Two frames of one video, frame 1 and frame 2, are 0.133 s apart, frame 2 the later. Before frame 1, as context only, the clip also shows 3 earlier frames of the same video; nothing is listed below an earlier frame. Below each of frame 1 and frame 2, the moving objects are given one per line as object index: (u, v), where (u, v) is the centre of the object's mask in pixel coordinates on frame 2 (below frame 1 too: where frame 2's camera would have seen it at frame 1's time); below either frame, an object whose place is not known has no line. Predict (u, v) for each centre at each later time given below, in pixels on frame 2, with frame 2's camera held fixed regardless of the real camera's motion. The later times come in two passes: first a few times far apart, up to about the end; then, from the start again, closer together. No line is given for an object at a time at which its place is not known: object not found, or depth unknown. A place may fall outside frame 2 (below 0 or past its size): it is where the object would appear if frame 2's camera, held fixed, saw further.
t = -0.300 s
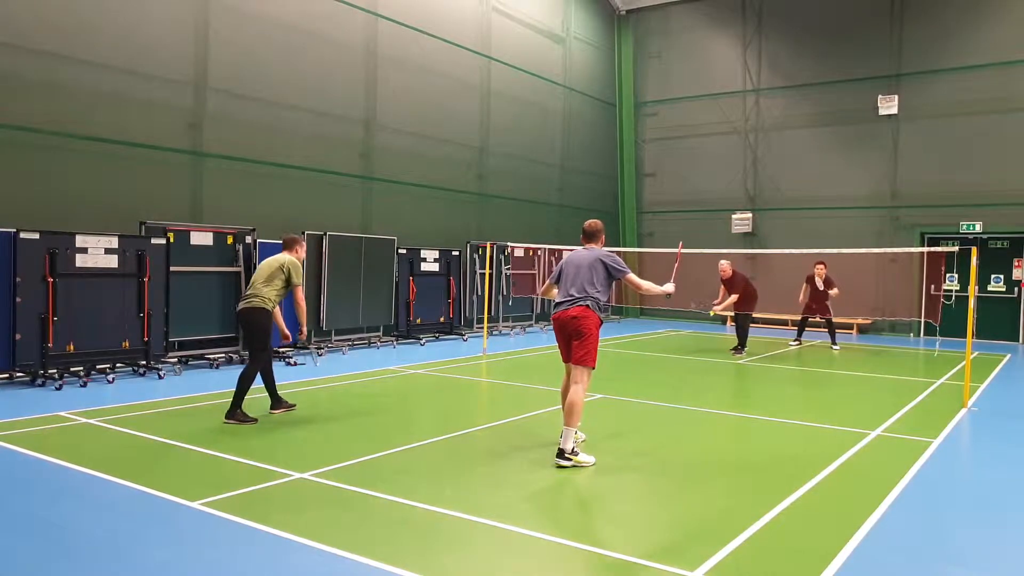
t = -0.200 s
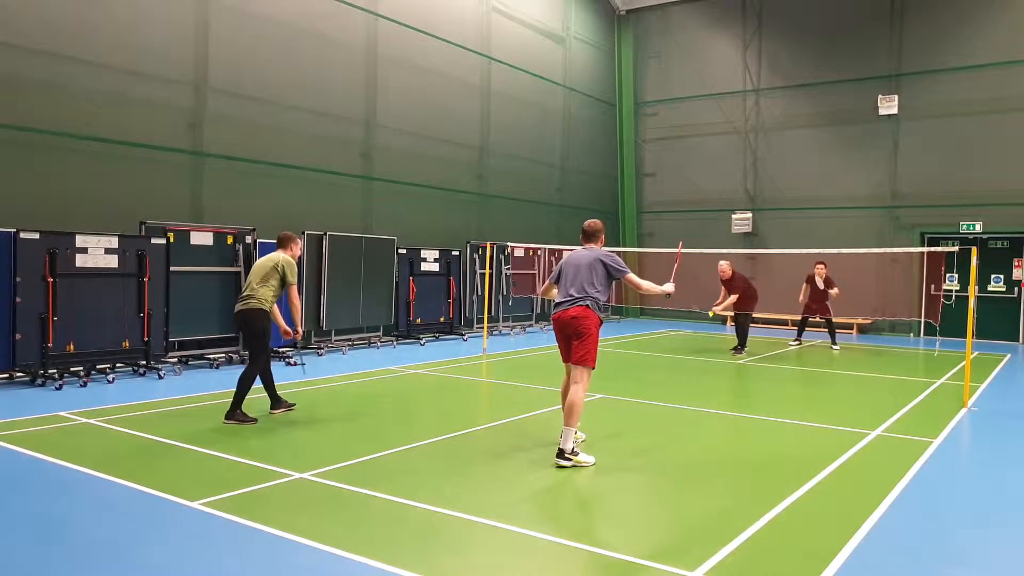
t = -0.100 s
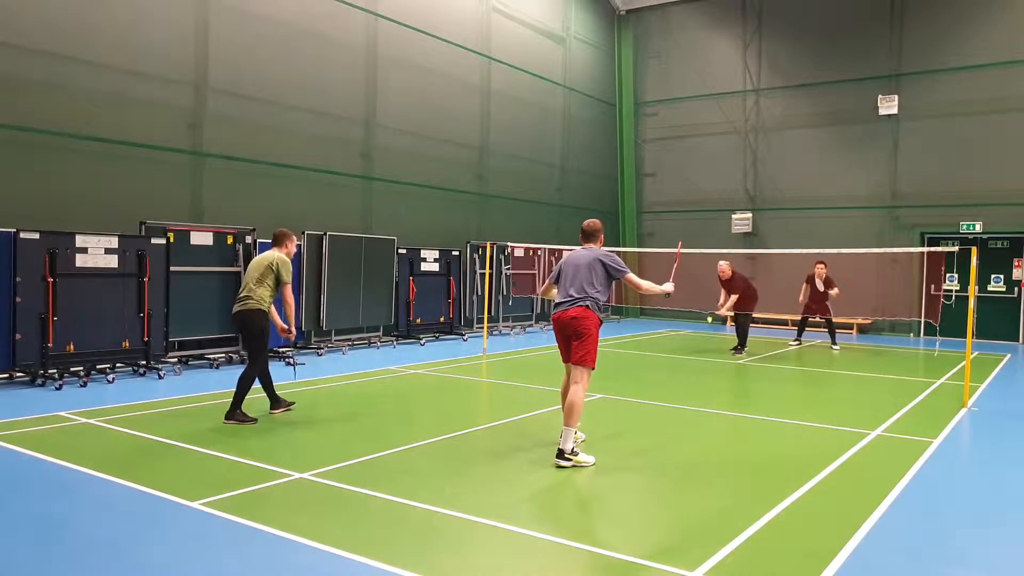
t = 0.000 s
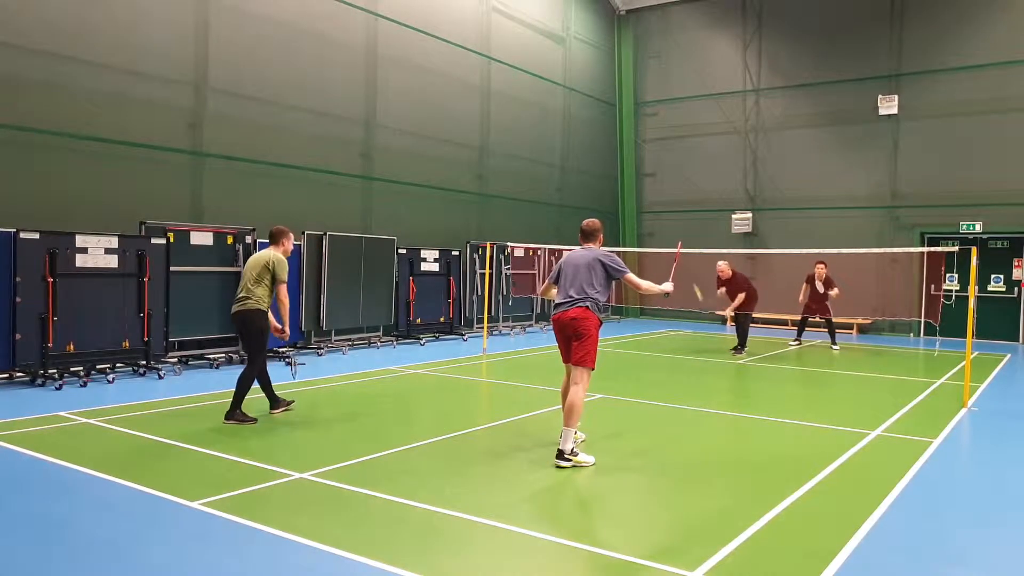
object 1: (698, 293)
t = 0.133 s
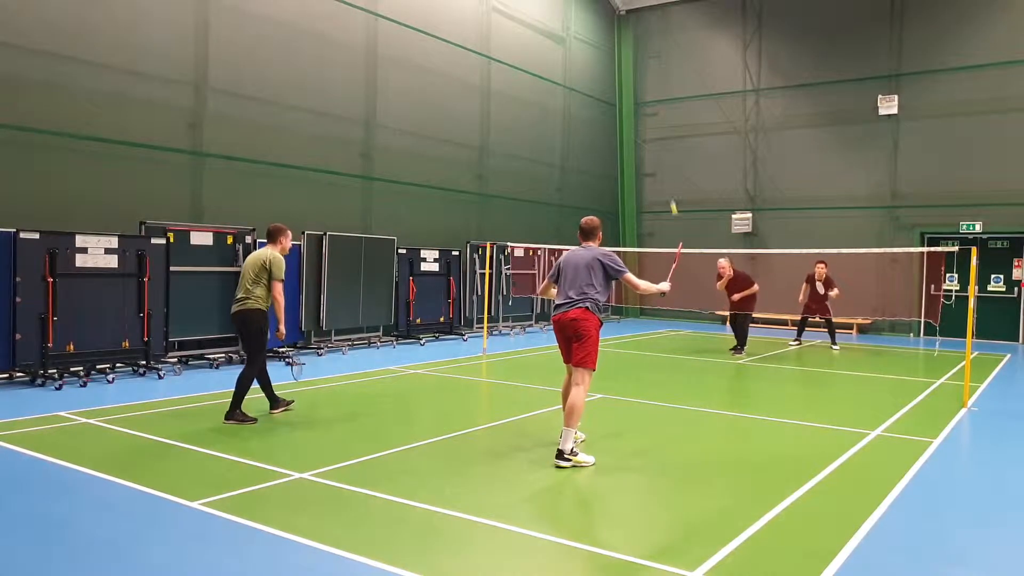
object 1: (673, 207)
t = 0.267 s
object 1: (655, 146)
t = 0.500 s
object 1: (625, 80)
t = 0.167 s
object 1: (669, 190)
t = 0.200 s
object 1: (663, 173)
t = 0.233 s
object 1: (660, 159)
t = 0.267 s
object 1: (655, 146)
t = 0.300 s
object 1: (651, 133)
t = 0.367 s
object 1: (642, 111)
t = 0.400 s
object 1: (638, 101)
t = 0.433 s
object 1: (634, 93)
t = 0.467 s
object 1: (629, 86)
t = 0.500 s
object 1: (625, 80)
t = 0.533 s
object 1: (620, 74)
